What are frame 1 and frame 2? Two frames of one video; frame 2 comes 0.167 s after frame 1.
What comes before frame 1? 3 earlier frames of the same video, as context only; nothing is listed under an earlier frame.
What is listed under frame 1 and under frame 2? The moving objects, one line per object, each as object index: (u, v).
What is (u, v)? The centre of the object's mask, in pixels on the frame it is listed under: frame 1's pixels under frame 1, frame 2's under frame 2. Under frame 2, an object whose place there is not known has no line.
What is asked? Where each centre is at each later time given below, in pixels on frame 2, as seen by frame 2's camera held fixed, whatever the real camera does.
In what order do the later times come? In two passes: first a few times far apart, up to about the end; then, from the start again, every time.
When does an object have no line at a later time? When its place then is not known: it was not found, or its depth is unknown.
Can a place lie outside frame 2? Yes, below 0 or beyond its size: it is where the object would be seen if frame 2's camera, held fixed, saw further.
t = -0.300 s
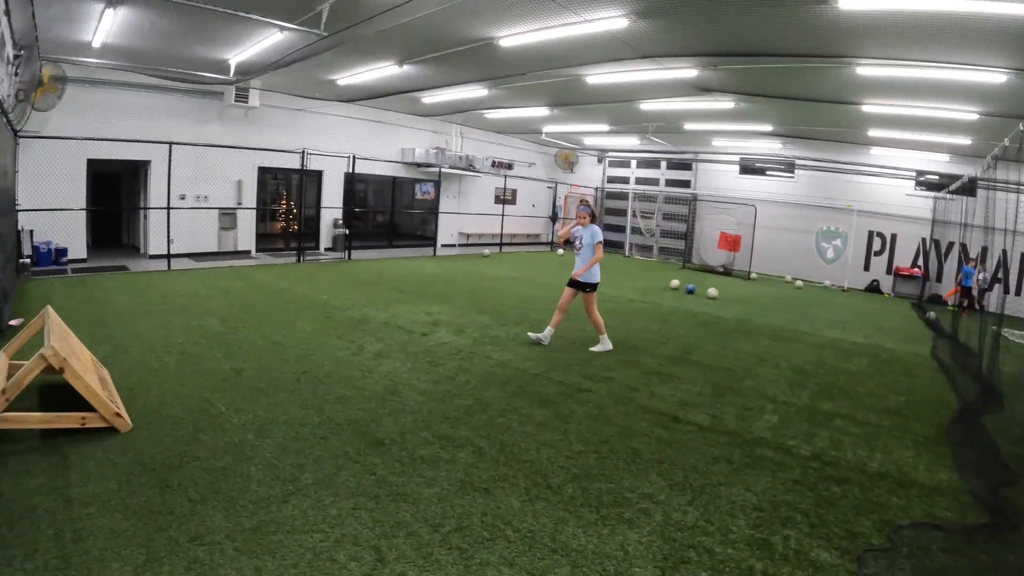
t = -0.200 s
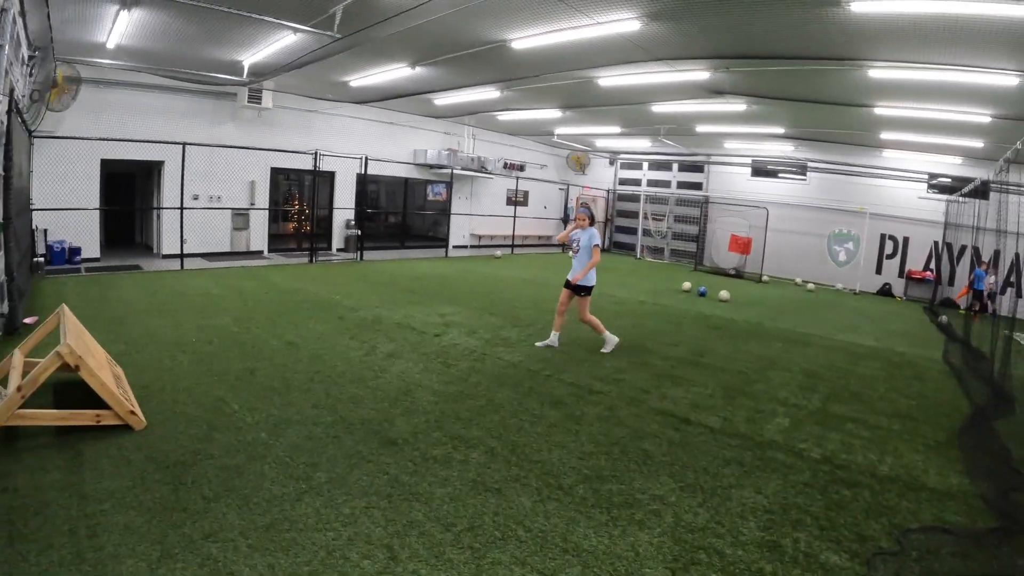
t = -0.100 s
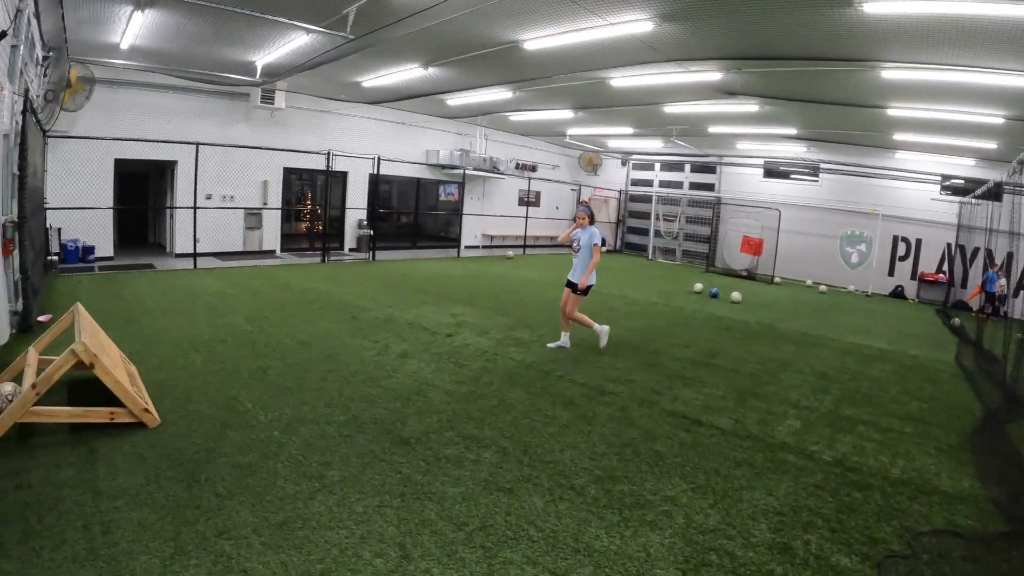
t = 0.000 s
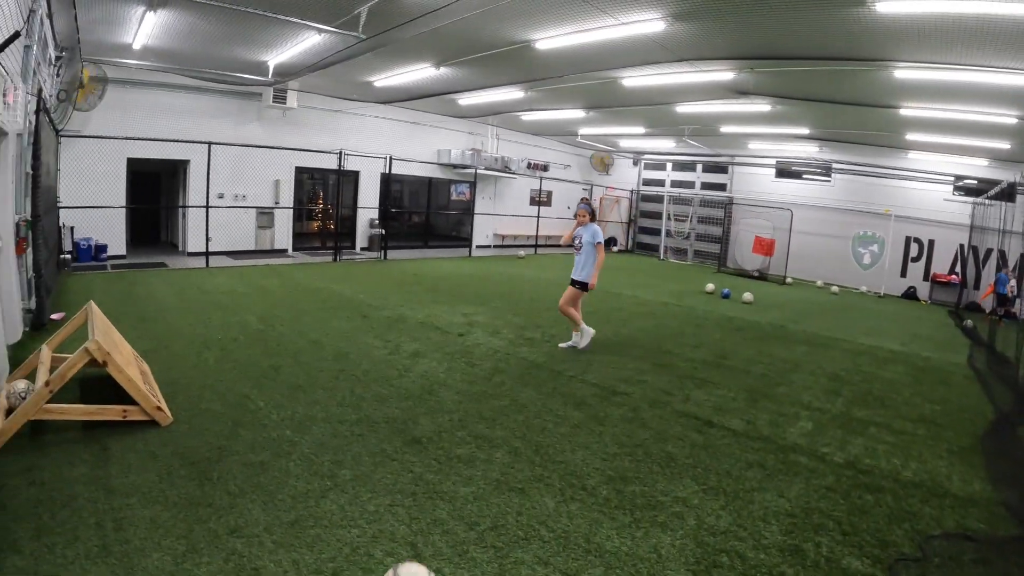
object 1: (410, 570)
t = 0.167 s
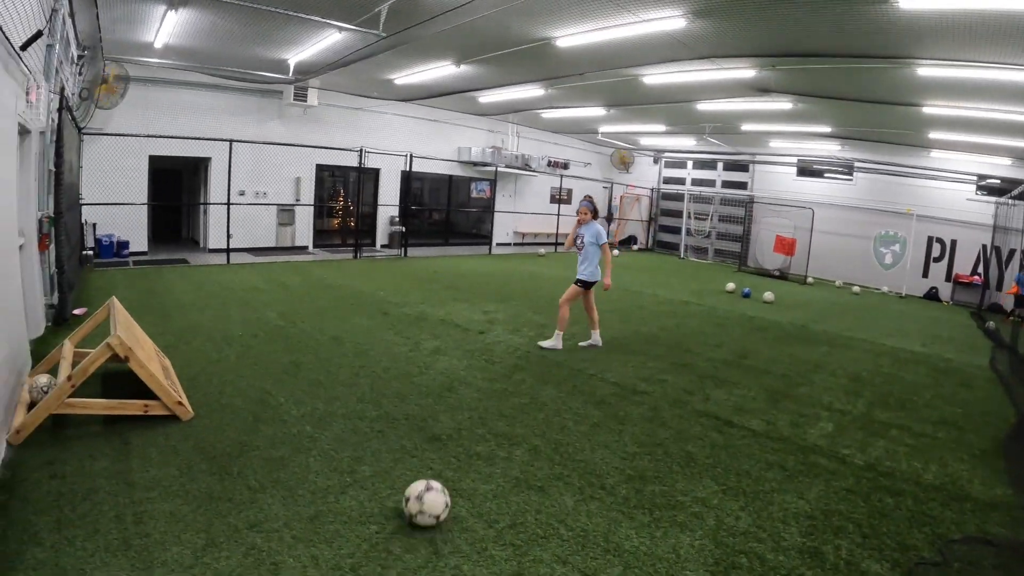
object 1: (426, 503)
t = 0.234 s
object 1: (424, 480)
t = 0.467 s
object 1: (421, 424)
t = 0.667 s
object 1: (422, 389)
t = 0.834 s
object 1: (424, 367)
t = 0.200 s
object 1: (425, 491)
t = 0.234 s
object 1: (424, 480)
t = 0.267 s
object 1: (423, 470)
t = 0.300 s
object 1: (423, 460)
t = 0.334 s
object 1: (422, 452)
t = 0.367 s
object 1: (422, 444)
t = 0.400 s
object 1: (421, 437)
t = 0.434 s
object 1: (421, 431)
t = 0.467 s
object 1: (421, 424)
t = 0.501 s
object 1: (421, 417)
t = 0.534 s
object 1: (421, 411)
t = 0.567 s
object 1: (421, 404)
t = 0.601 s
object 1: (422, 399)
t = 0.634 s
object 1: (422, 393)
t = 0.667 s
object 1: (422, 389)
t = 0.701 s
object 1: (423, 384)
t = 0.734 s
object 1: (423, 379)
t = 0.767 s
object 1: (424, 375)
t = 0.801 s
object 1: (424, 371)
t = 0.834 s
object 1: (424, 367)
